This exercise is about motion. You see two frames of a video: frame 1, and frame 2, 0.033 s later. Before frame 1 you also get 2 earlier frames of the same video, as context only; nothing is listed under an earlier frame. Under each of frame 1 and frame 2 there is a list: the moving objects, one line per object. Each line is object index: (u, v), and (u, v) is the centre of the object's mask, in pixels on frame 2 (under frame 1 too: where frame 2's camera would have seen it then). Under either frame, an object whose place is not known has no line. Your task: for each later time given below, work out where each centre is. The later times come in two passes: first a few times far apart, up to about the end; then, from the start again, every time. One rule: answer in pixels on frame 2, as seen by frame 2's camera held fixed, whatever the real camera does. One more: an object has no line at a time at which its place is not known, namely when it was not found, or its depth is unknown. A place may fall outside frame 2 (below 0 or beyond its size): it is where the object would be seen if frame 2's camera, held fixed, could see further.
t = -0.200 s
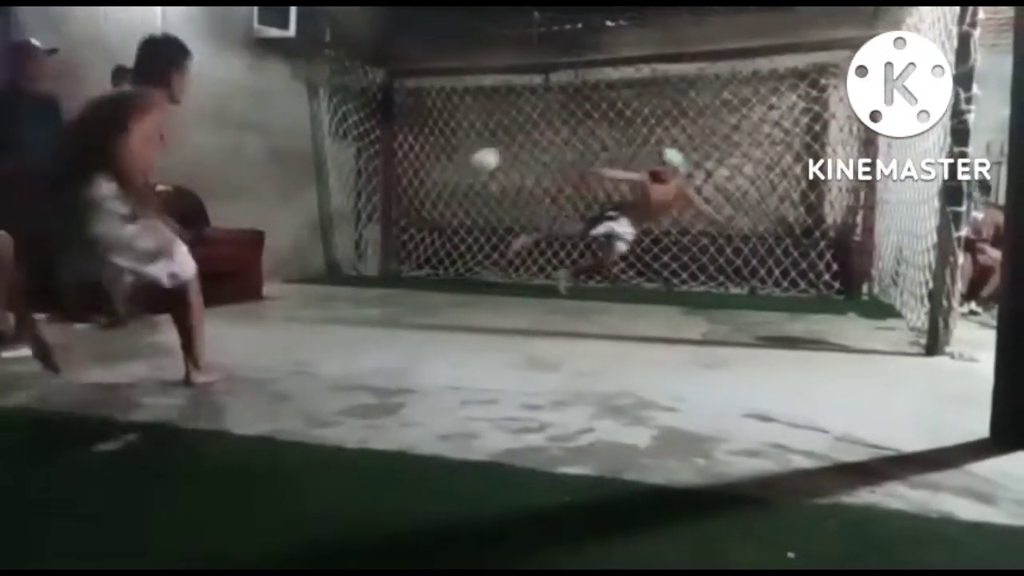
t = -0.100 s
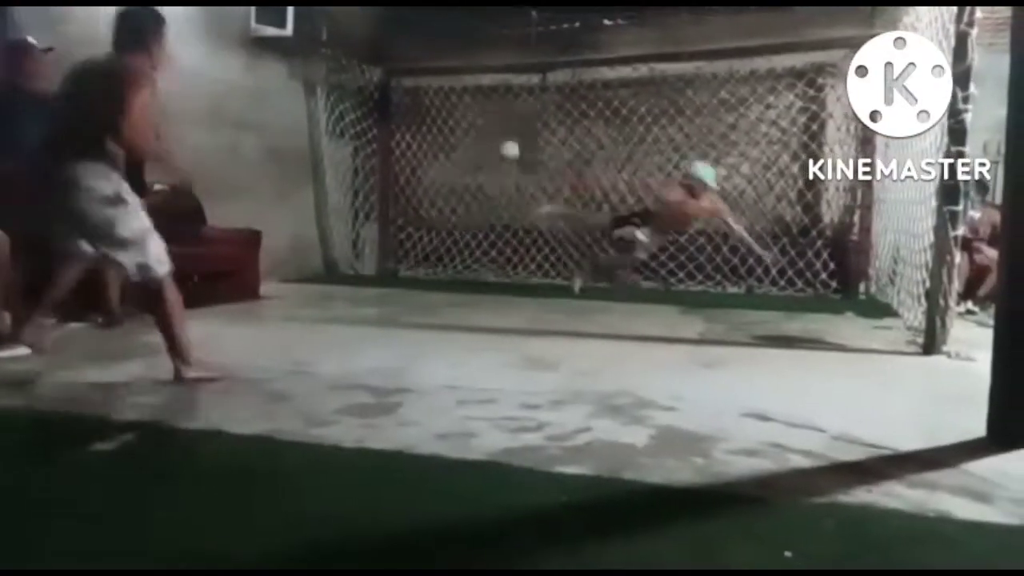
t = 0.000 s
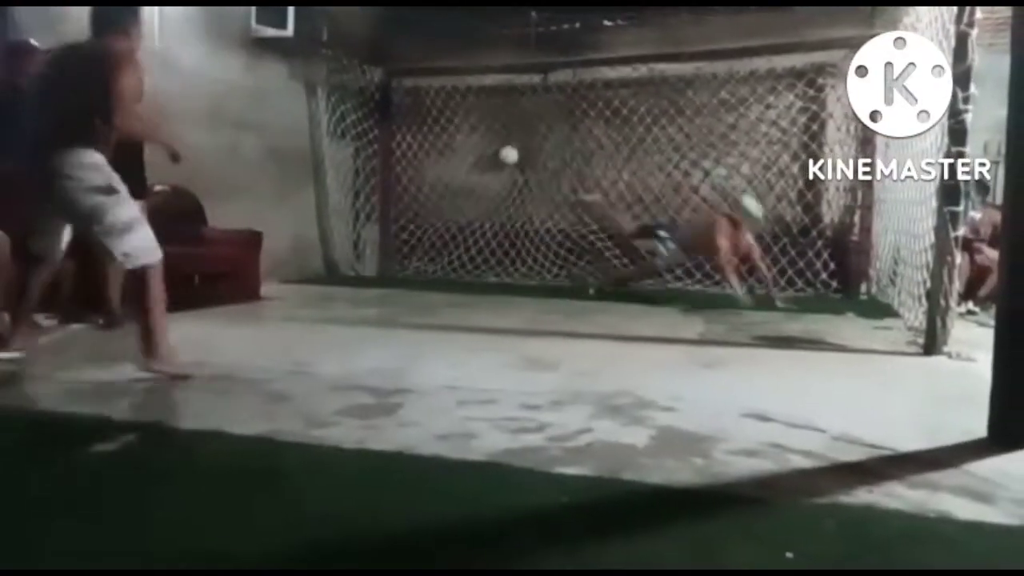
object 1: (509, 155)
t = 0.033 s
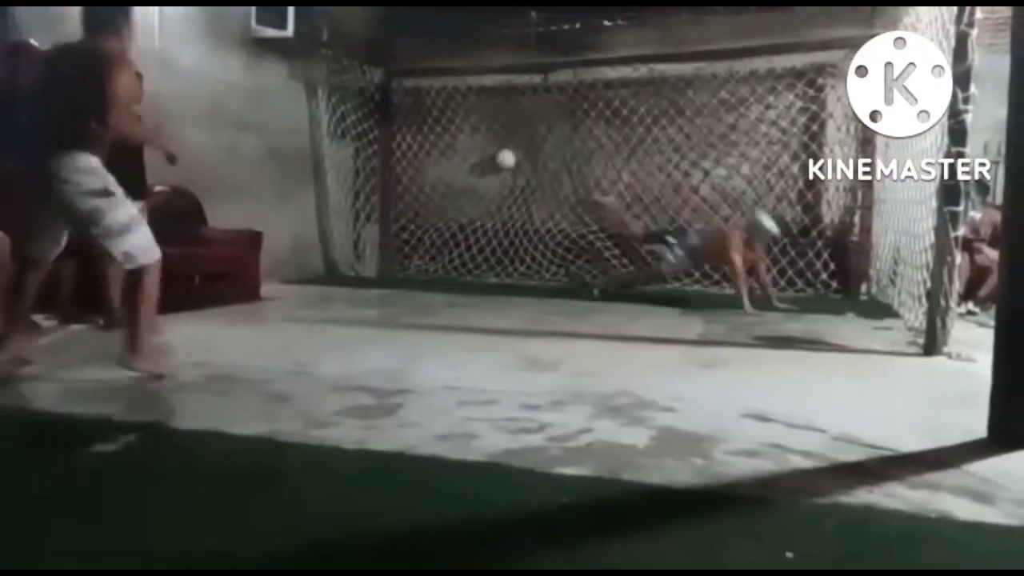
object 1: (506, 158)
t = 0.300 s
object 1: (481, 219)
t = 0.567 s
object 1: (458, 240)
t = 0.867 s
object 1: (434, 223)
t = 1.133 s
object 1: (411, 272)
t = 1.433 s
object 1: (381, 247)
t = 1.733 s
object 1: (346, 264)
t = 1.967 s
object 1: (317, 267)
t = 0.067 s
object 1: (503, 163)
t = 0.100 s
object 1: (500, 167)
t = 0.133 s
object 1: (497, 173)
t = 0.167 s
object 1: (494, 181)
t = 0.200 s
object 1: (490, 189)
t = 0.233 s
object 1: (488, 197)
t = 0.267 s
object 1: (485, 208)
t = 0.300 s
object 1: (481, 219)
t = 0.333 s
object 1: (478, 231)
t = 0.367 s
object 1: (474, 243)
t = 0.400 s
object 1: (470, 258)
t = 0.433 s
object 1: (467, 270)
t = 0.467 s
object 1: (465, 264)
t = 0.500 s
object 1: (462, 255)
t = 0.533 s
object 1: (460, 247)
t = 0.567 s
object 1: (458, 240)
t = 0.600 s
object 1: (455, 234)
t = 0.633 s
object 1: (453, 229)
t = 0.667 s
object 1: (450, 226)
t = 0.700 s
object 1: (447, 223)
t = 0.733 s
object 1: (445, 220)
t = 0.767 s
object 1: (442, 219)
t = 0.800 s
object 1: (440, 220)
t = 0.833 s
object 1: (437, 221)
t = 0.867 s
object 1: (434, 223)
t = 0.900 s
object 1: (432, 226)
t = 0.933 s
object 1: (429, 230)
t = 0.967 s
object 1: (426, 235)
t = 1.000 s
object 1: (423, 242)
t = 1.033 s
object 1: (421, 250)
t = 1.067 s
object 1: (418, 258)
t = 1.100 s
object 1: (414, 268)
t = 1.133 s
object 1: (411, 272)
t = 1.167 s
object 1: (408, 265)
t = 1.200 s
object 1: (404, 259)
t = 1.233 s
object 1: (401, 254)
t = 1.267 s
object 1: (397, 251)
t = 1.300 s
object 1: (394, 248)
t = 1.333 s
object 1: (391, 246)
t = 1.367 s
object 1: (388, 246)
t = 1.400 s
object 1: (384, 246)
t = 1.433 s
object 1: (381, 247)
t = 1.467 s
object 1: (378, 249)
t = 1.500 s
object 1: (374, 253)
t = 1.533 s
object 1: (370, 258)
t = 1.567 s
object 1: (366, 264)
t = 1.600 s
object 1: (362, 272)
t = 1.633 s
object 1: (358, 278)
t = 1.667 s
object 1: (354, 274)
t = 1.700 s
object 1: (350, 268)
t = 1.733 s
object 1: (346, 264)
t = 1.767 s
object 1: (342, 262)
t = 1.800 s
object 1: (338, 260)
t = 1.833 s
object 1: (334, 258)
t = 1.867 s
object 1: (329, 258)
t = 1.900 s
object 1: (325, 260)
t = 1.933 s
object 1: (321, 263)
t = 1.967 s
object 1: (317, 267)
